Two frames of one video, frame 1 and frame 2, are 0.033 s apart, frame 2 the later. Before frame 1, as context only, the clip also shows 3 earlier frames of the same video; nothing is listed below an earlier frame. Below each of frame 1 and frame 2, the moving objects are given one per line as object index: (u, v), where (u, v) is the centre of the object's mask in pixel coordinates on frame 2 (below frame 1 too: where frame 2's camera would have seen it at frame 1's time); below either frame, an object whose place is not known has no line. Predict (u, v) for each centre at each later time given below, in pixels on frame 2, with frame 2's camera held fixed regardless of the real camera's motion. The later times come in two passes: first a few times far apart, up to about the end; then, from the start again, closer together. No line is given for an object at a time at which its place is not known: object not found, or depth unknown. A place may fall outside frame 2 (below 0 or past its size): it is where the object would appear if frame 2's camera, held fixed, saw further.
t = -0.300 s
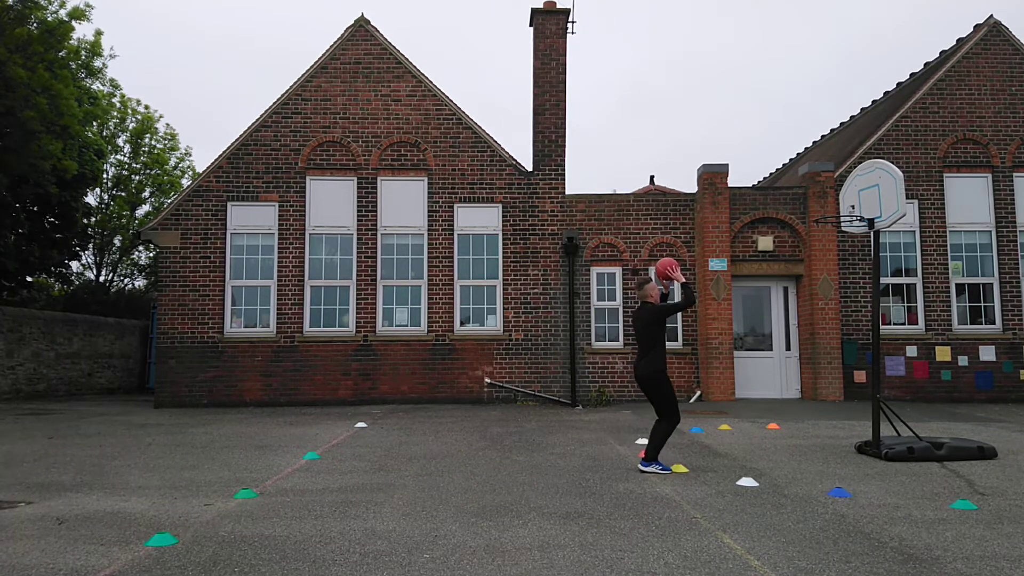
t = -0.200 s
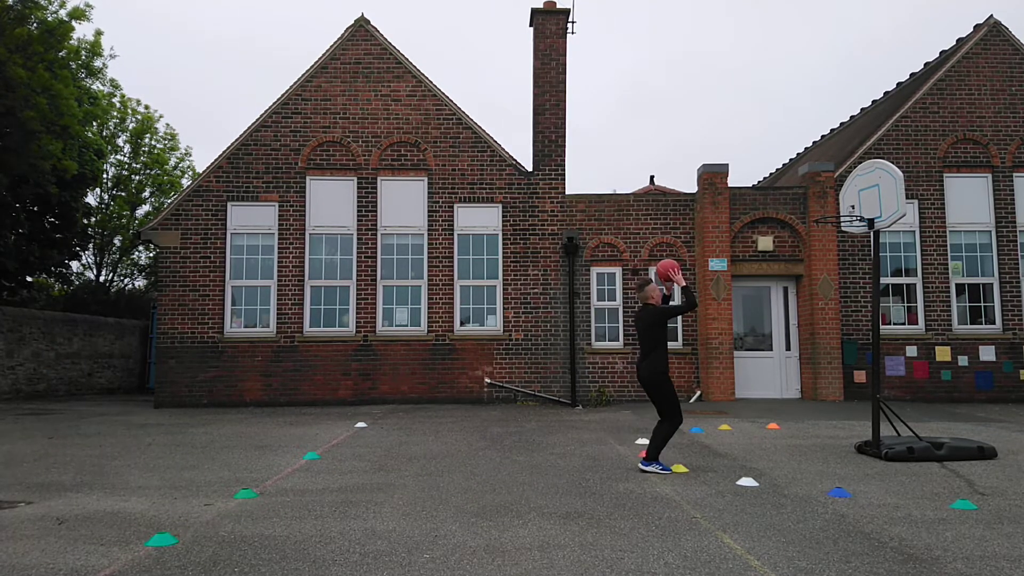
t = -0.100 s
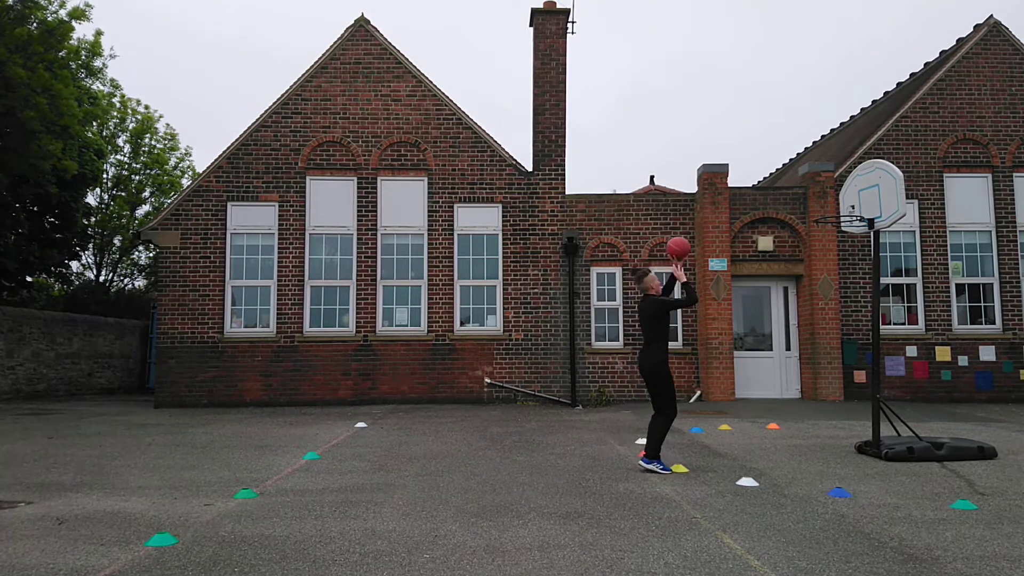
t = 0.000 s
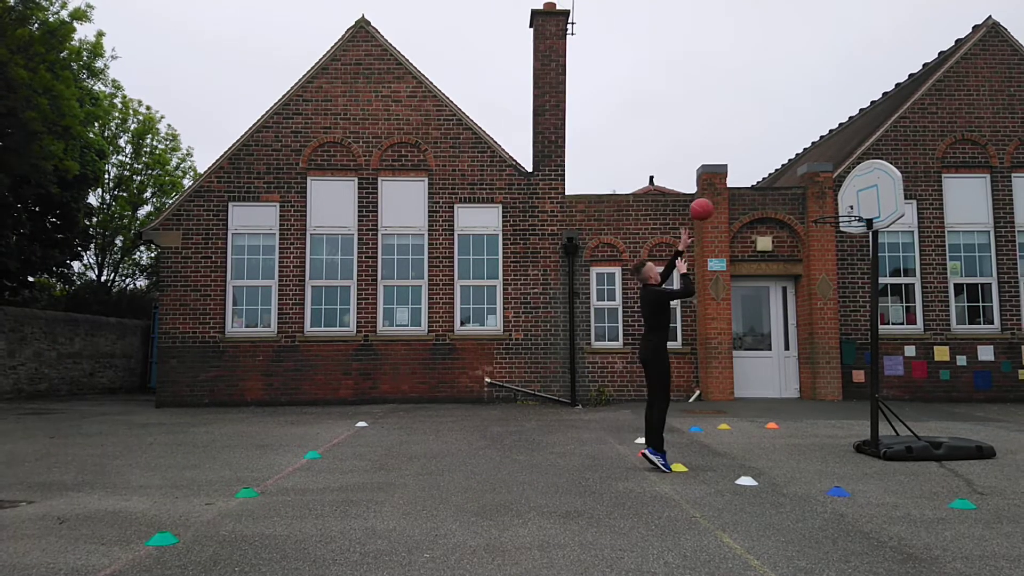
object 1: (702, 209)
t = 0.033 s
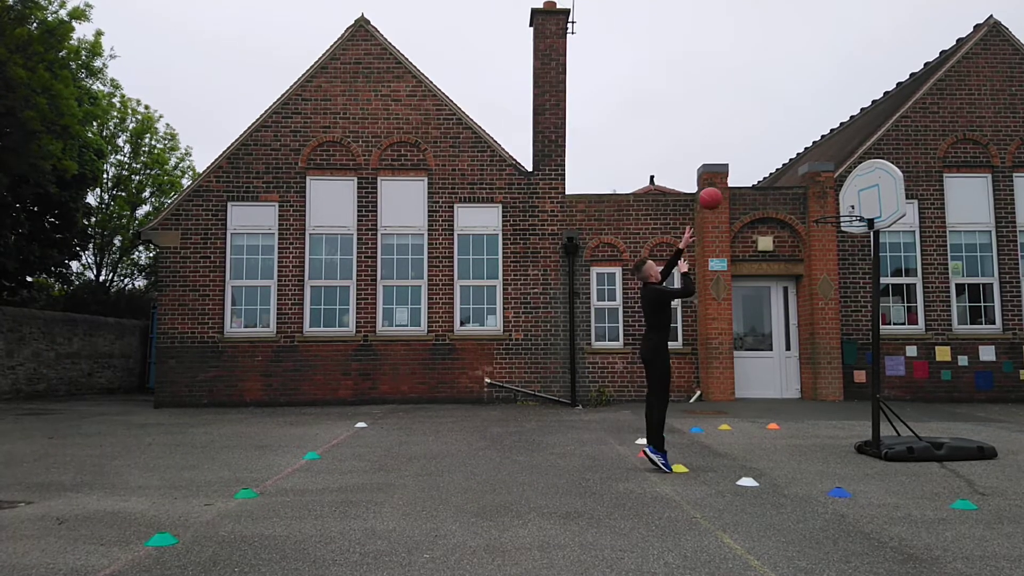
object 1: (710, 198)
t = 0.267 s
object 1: (765, 157)
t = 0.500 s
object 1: (817, 168)
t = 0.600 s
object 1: (839, 187)
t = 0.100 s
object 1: (726, 181)
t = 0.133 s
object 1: (734, 174)
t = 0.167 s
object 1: (741, 168)
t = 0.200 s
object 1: (749, 163)
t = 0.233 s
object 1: (757, 159)
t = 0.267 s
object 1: (765, 157)
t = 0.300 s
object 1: (772, 155)
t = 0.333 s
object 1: (781, 154)
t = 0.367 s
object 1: (788, 155)
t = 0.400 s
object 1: (795, 157)
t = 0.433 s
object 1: (803, 159)
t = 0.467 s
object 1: (809, 163)
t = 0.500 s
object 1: (817, 168)
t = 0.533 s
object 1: (824, 173)
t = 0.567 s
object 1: (832, 180)
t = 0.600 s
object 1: (839, 187)
